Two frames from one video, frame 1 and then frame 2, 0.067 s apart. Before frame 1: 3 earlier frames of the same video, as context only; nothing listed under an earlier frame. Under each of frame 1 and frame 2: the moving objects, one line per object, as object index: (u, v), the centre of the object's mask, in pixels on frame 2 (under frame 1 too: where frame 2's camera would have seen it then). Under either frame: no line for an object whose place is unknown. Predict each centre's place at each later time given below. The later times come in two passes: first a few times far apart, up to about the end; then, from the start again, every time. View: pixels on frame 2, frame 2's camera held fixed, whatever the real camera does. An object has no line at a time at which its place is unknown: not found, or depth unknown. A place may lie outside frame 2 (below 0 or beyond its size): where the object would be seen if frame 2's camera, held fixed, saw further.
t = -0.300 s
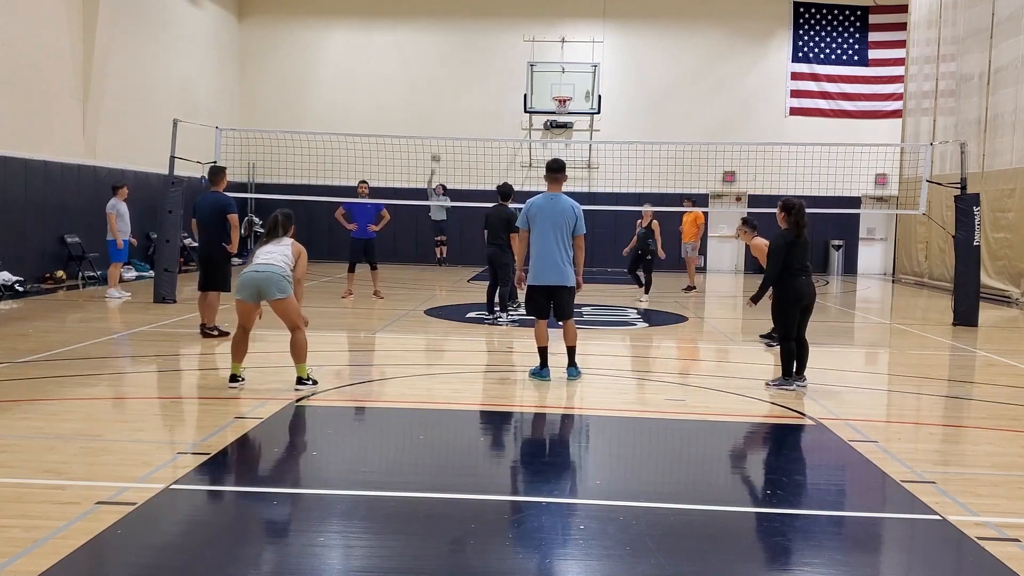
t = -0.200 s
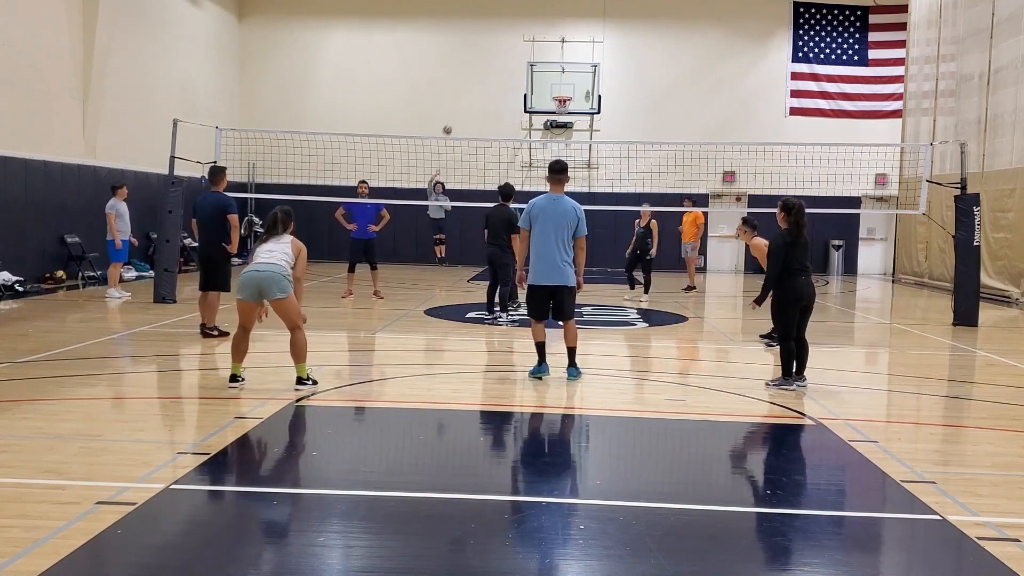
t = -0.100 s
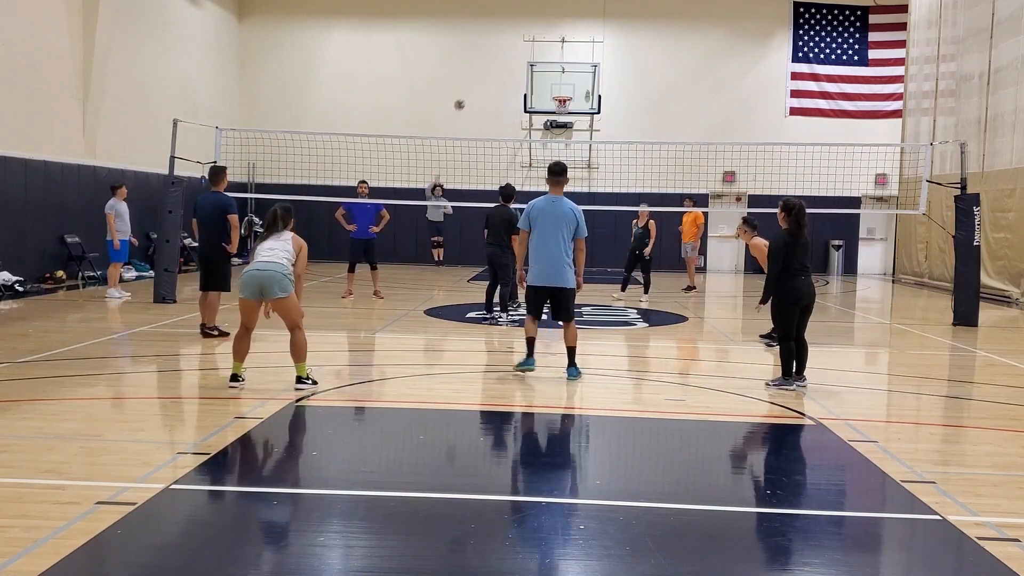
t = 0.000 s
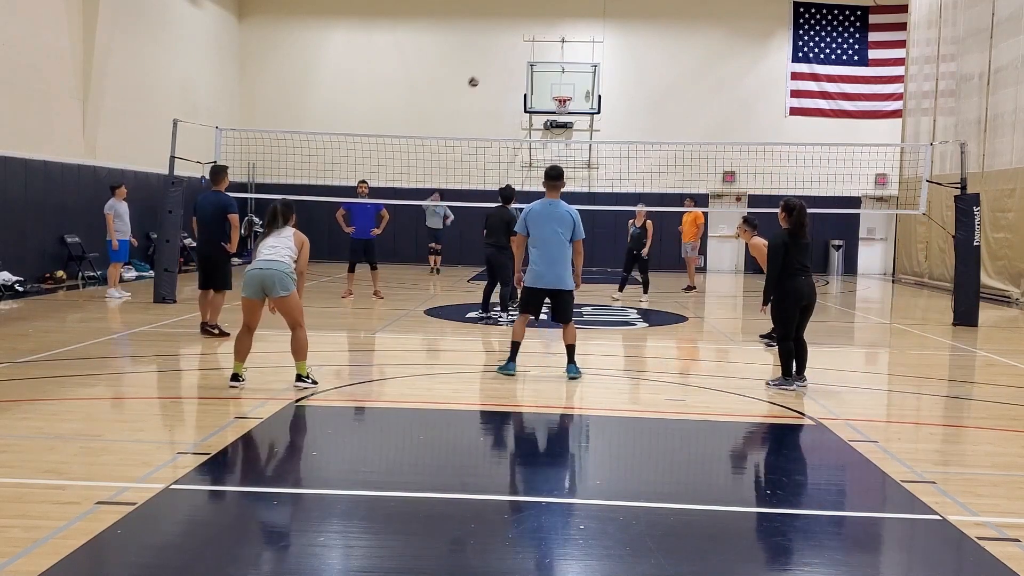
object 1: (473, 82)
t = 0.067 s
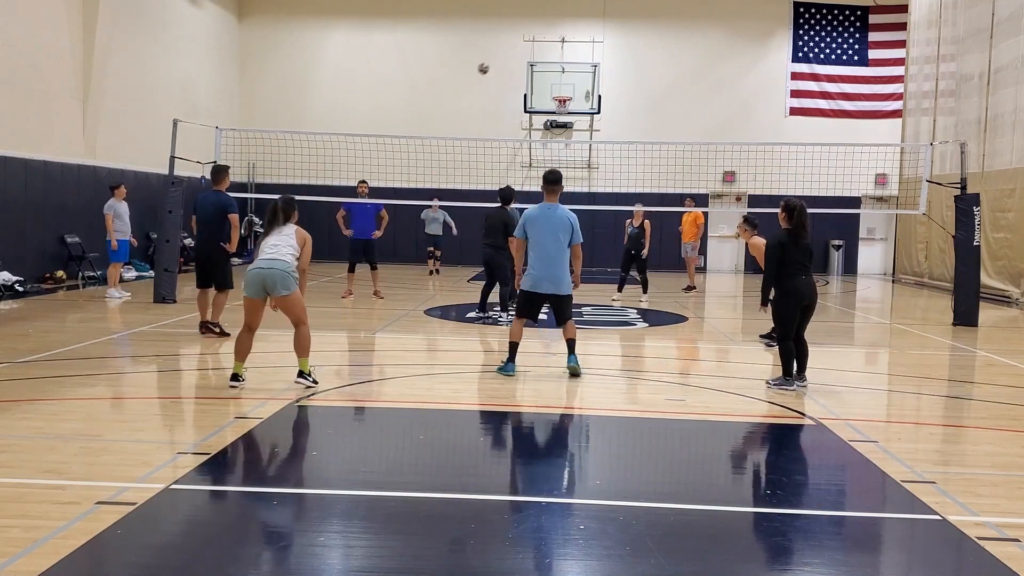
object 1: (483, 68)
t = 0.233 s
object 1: (510, 43)
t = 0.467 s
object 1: (552, 32)
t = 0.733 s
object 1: (615, 70)
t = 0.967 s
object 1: (691, 174)
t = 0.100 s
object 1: (488, 62)
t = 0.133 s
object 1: (493, 57)
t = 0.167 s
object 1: (499, 52)
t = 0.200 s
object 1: (504, 48)
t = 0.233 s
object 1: (510, 43)
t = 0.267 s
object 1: (515, 40)
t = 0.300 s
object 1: (520, 36)
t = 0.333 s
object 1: (526, 35)
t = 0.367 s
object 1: (532, 33)
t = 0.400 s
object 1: (538, 32)
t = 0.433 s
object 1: (545, 31)
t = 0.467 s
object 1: (552, 32)
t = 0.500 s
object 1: (558, 34)
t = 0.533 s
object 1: (565, 35)
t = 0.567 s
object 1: (573, 38)
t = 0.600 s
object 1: (581, 43)
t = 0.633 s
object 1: (589, 48)
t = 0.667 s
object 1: (597, 54)
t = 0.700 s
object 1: (606, 61)
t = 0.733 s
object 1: (615, 70)
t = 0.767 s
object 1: (624, 80)
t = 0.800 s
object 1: (635, 92)
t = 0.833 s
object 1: (645, 106)
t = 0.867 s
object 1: (655, 120)
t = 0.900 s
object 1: (667, 136)
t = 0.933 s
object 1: (678, 153)
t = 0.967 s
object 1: (691, 174)
